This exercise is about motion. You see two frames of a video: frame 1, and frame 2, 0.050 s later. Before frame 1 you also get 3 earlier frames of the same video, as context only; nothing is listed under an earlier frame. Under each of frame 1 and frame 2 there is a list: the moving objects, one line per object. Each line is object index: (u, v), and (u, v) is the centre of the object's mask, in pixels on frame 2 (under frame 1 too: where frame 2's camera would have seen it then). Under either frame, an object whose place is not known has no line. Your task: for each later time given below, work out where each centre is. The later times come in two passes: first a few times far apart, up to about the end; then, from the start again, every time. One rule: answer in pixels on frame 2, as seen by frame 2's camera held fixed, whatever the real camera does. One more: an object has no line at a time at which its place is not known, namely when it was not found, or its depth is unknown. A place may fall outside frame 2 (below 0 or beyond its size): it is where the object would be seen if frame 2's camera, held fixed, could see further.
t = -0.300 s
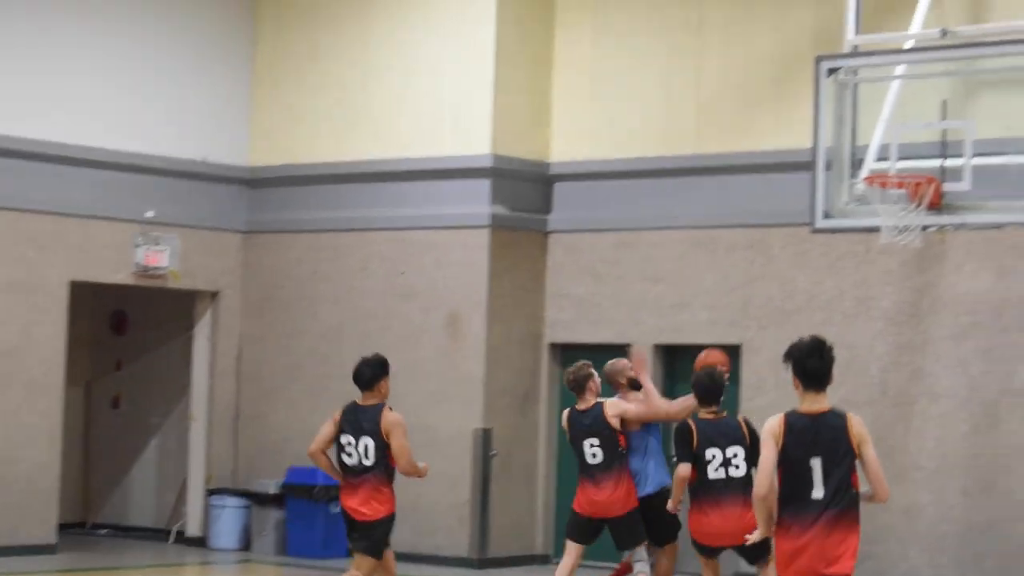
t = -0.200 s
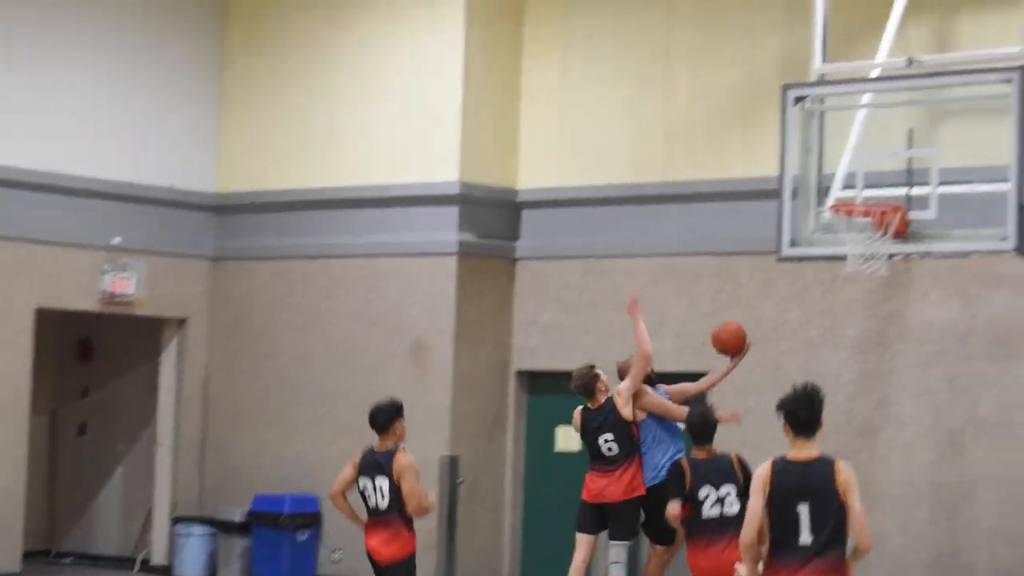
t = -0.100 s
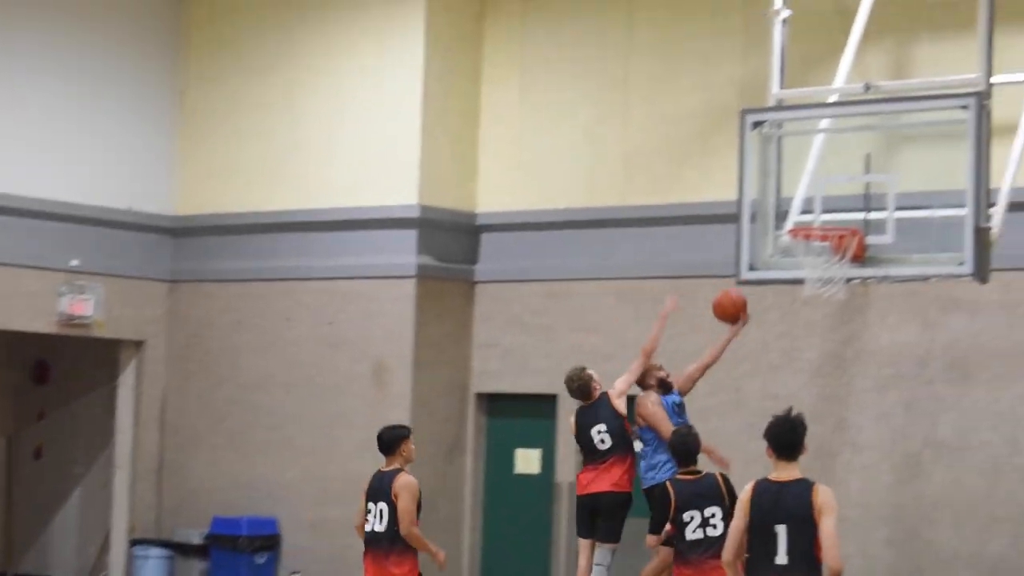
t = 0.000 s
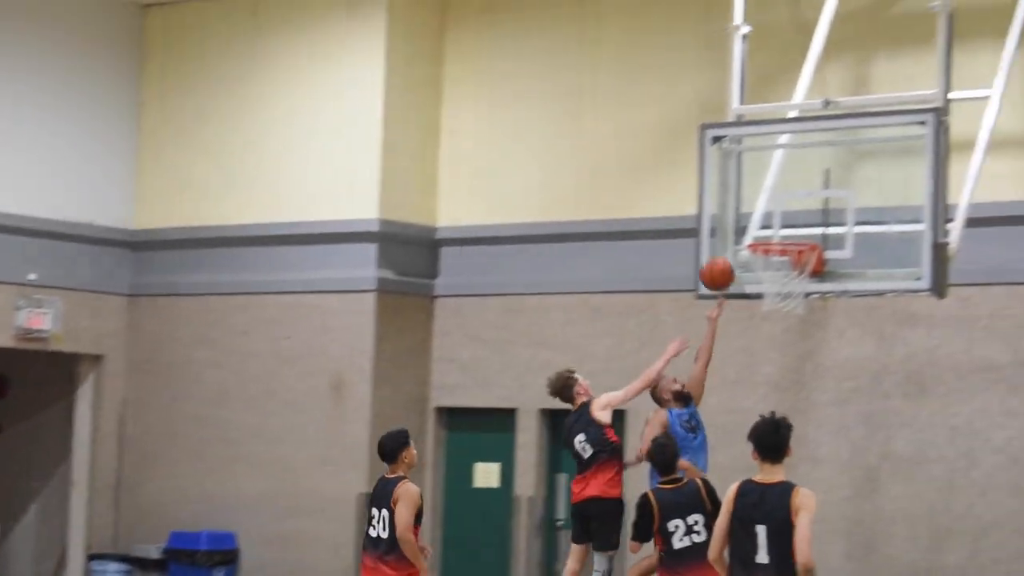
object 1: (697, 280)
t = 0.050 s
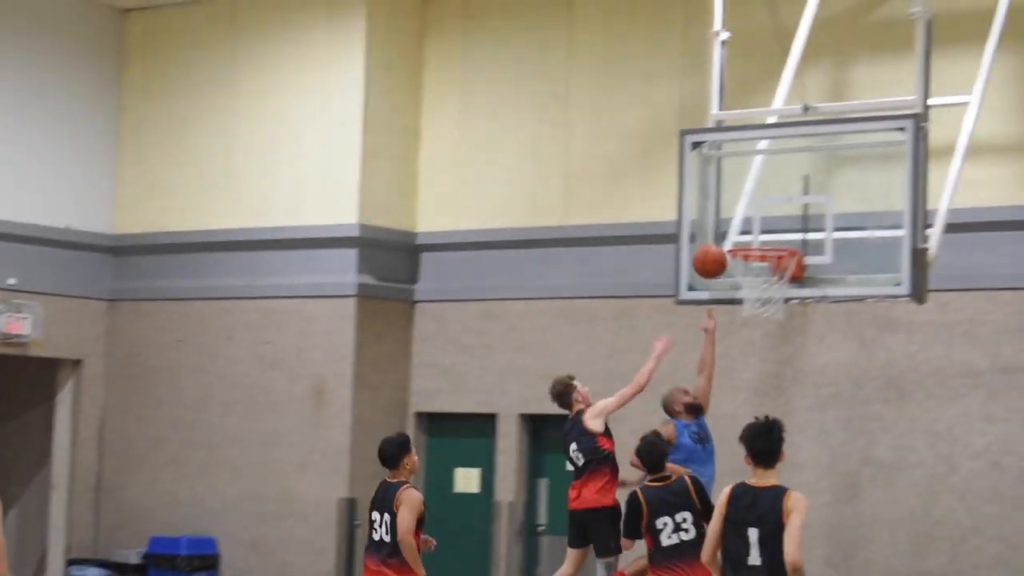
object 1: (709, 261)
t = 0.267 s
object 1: (748, 223)
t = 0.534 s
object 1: (761, 266)
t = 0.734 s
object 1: (768, 355)
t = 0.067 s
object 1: (713, 256)
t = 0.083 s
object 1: (716, 251)
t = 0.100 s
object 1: (720, 245)
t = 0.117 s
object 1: (725, 241)
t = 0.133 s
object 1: (730, 237)
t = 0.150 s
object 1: (734, 234)
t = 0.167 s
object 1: (739, 232)
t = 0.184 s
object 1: (743, 230)
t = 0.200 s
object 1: (744, 228)
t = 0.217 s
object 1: (745, 227)
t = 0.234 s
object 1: (746, 225)
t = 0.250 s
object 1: (747, 224)
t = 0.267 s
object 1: (748, 223)
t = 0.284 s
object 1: (749, 223)
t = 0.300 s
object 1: (750, 223)
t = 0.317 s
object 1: (751, 223)
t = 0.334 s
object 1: (752, 224)
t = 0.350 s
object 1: (754, 225)
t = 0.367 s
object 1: (755, 227)
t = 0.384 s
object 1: (755, 229)
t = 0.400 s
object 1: (756, 231)
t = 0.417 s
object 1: (757, 233)
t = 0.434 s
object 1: (758, 235)
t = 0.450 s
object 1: (759, 237)
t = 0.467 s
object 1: (760, 244)
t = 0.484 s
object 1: (761, 249)
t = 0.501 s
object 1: (762, 256)
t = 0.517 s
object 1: (762, 261)
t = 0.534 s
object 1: (761, 266)
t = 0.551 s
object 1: (763, 273)
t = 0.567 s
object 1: (766, 278)
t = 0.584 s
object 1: (766, 288)
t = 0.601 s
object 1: (767, 294)
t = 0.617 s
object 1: (767, 301)
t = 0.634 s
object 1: (768, 308)
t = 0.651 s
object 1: (768, 317)
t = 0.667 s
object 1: (768, 321)
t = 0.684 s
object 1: (768, 329)
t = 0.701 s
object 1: (768, 337)
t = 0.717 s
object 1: (768, 346)
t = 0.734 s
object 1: (768, 355)
